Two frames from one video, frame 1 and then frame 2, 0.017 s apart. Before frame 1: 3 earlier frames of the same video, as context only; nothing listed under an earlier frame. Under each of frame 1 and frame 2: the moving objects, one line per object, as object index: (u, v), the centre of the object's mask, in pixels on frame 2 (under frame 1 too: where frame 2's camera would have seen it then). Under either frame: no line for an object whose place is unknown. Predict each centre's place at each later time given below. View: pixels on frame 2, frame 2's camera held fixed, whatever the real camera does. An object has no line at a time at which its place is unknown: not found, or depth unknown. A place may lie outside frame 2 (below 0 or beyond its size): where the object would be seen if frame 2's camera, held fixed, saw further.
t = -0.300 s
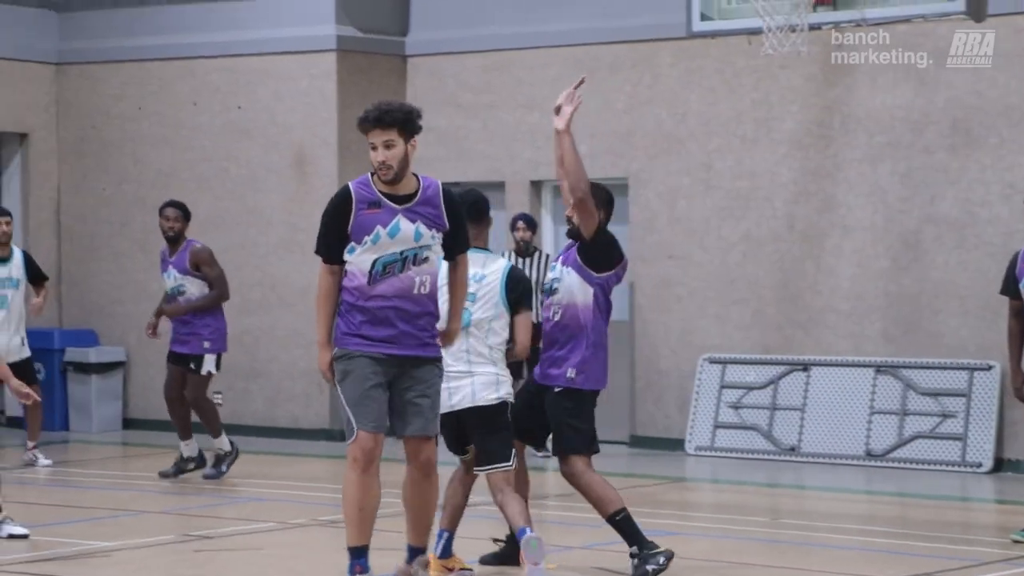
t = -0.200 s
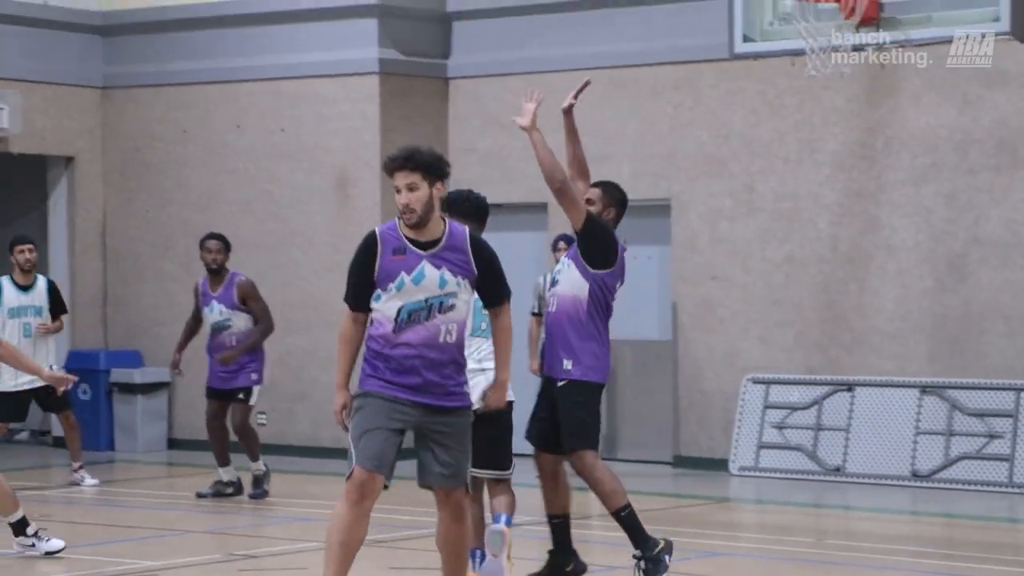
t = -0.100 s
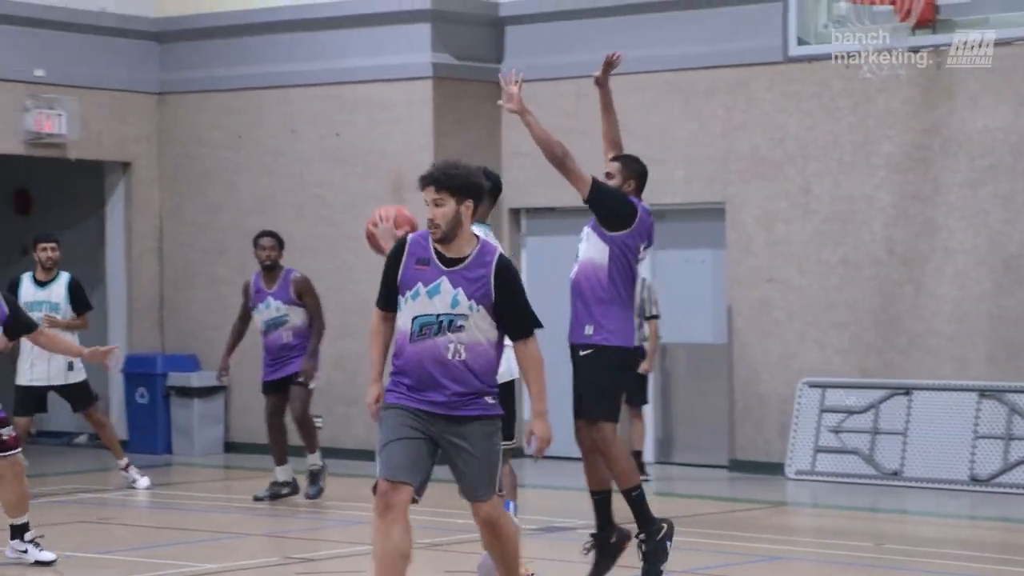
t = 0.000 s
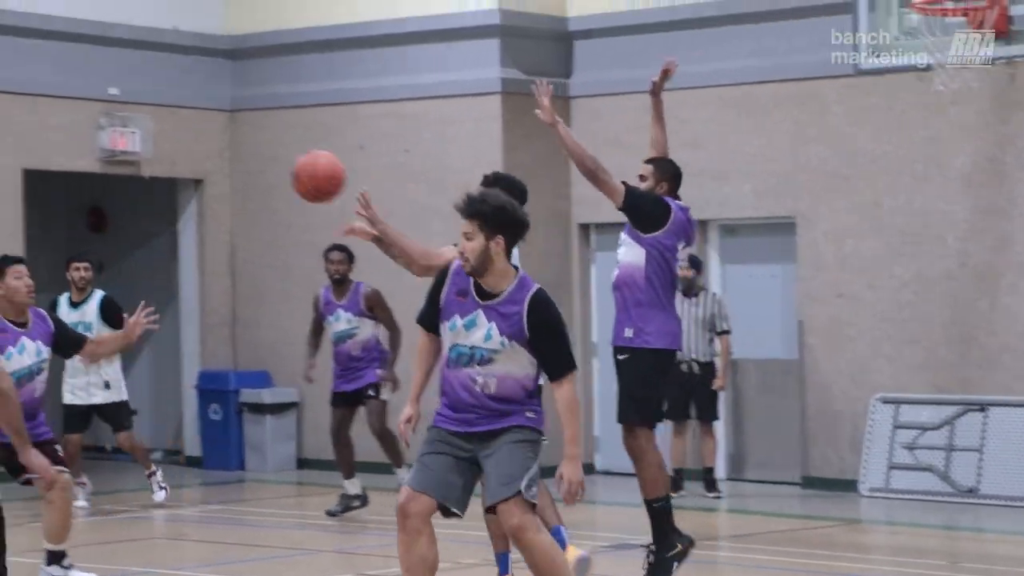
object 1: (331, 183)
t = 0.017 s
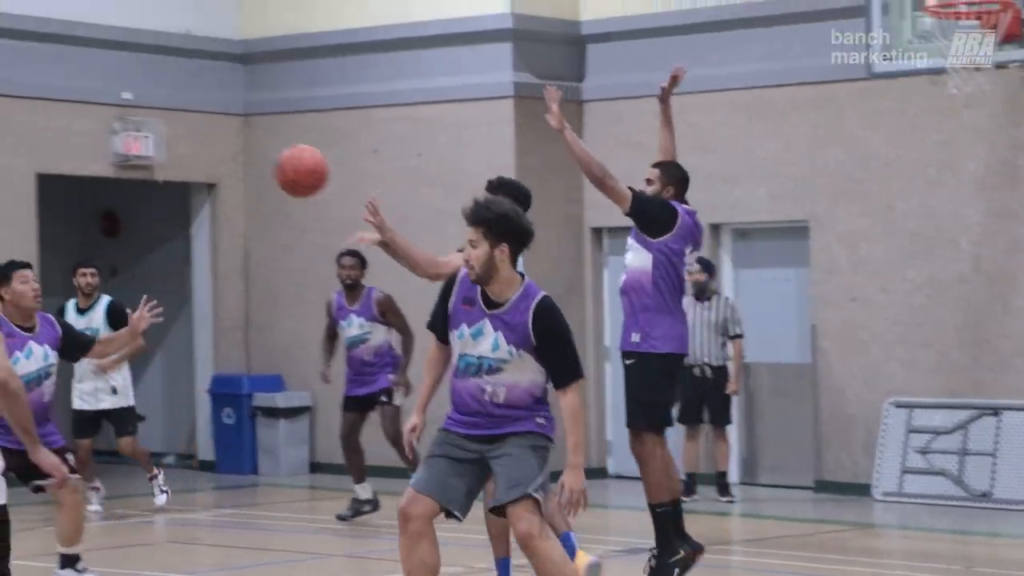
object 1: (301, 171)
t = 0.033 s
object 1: (273, 161)
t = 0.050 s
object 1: (242, 151)
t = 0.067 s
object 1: (211, 143)
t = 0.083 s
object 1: (181, 136)
